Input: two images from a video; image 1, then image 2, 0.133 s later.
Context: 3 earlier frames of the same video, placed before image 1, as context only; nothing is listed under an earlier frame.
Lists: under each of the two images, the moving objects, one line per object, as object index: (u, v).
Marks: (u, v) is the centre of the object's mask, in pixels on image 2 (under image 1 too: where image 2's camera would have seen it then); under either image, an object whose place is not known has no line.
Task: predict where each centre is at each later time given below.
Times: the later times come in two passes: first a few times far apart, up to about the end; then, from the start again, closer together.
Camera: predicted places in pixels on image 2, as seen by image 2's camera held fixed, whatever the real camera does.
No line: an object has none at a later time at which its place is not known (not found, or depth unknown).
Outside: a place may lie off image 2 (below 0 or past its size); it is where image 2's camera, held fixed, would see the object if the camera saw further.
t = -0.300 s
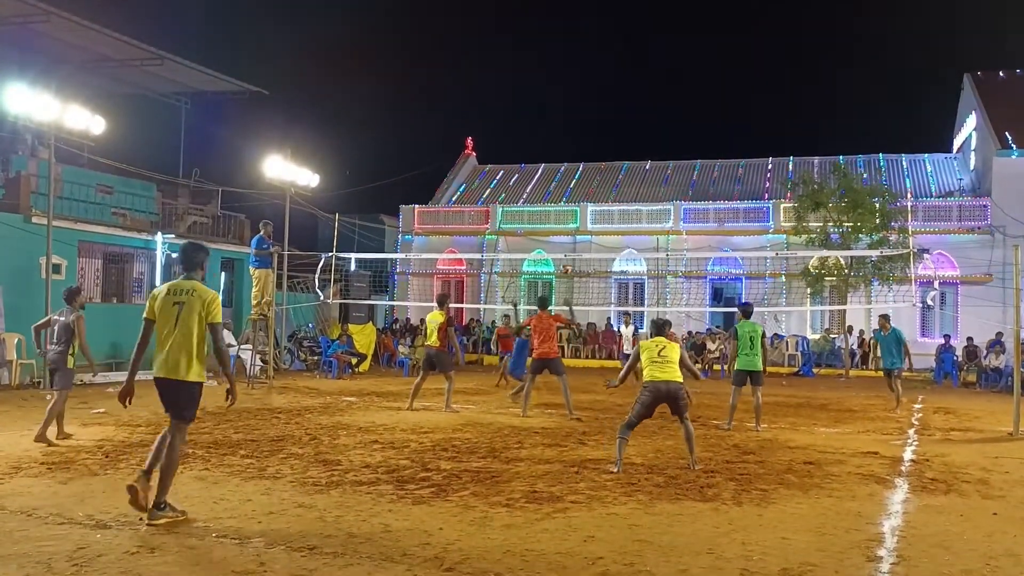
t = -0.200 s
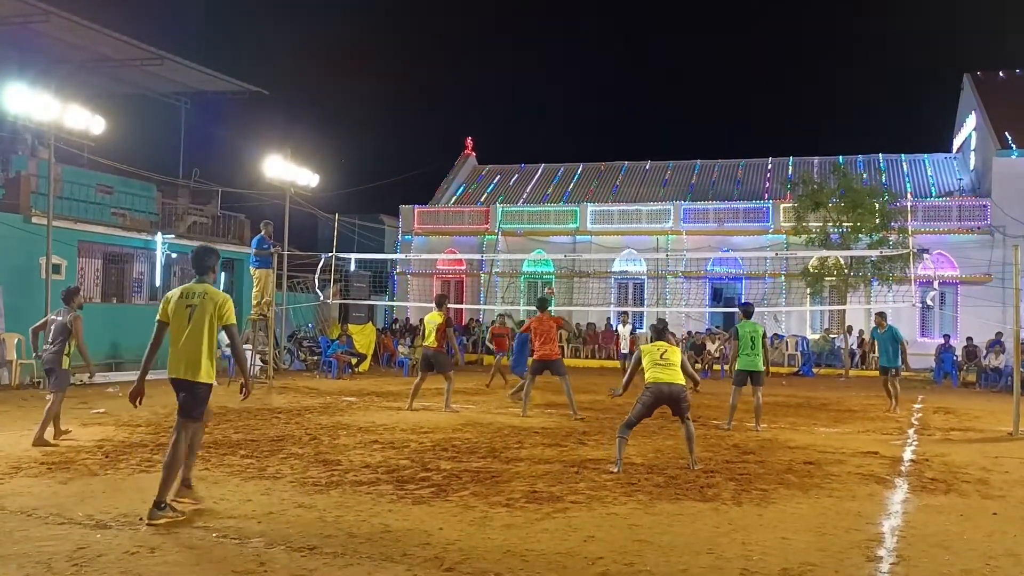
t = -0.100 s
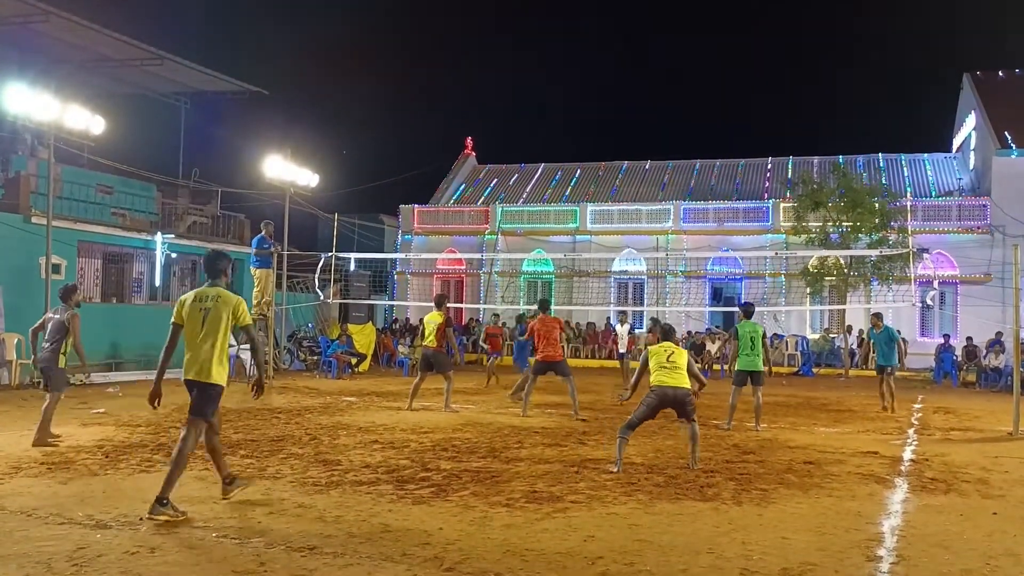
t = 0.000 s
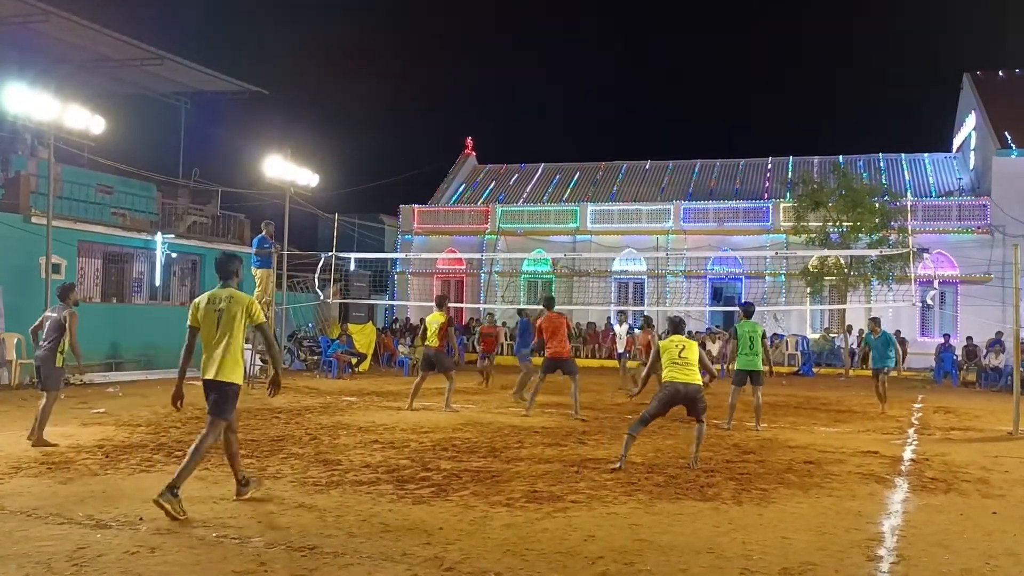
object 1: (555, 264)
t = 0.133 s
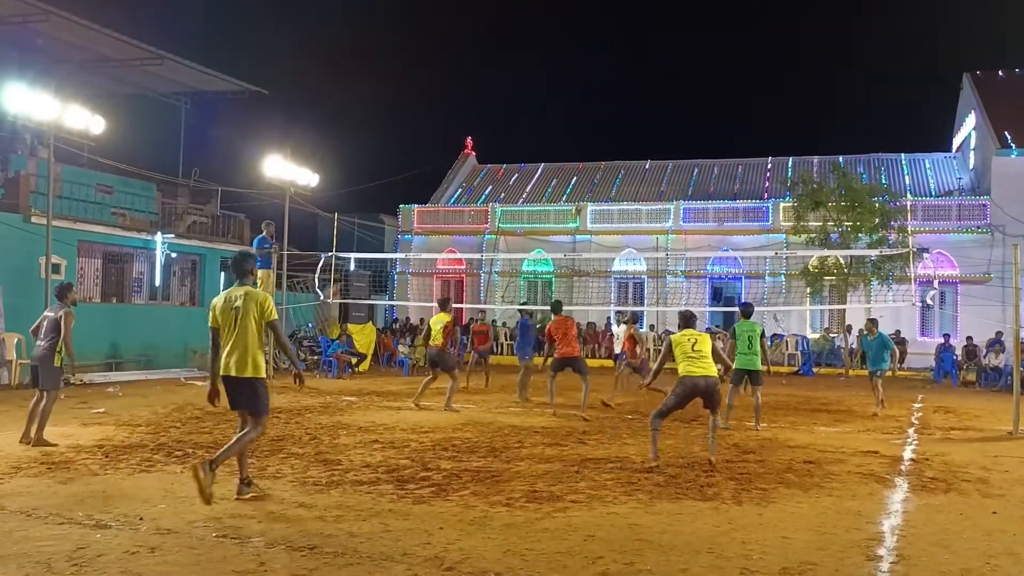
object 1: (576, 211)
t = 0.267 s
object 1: (603, 168)
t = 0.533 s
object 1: (650, 114)
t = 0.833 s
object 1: (704, 103)
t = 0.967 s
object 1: (728, 115)
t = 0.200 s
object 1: (591, 189)
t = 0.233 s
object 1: (597, 178)
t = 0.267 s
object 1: (603, 168)
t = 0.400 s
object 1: (627, 136)
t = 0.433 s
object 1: (633, 130)
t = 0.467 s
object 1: (639, 124)
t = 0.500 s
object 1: (645, 118)
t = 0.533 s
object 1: (650, 114)
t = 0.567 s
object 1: (656, 110)
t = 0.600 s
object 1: (662, 106)
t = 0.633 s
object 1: (668, 104)
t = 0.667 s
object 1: (674, 102)
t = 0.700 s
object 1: (680, 101)
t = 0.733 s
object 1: (686, 100)
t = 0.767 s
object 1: (692, 101)
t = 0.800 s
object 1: (698, 101)
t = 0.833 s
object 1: (704, 103)
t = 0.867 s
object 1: (710, 105)
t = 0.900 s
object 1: (716, 107)
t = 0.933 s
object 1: (722, 111)
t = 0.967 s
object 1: (728, 115)
